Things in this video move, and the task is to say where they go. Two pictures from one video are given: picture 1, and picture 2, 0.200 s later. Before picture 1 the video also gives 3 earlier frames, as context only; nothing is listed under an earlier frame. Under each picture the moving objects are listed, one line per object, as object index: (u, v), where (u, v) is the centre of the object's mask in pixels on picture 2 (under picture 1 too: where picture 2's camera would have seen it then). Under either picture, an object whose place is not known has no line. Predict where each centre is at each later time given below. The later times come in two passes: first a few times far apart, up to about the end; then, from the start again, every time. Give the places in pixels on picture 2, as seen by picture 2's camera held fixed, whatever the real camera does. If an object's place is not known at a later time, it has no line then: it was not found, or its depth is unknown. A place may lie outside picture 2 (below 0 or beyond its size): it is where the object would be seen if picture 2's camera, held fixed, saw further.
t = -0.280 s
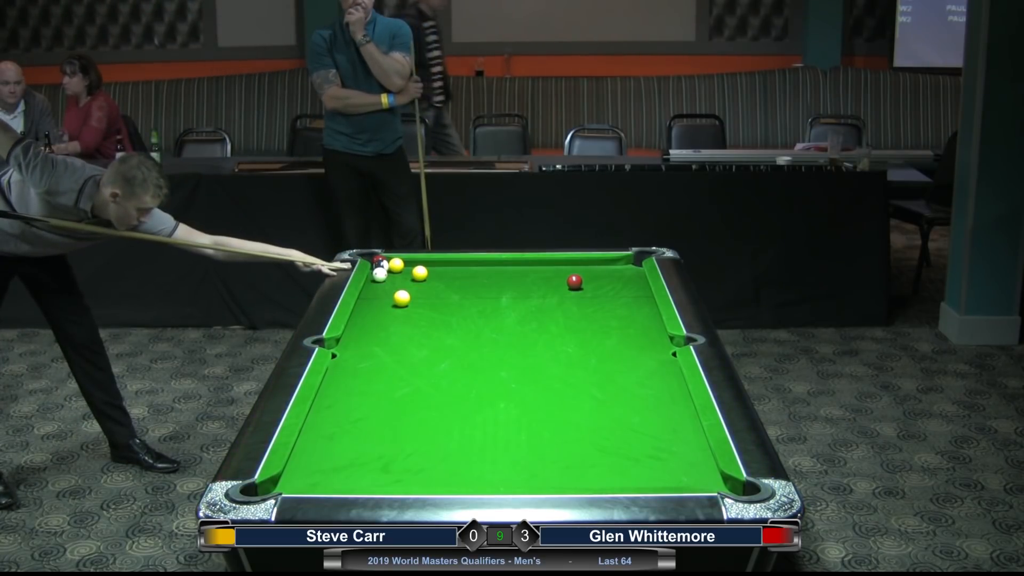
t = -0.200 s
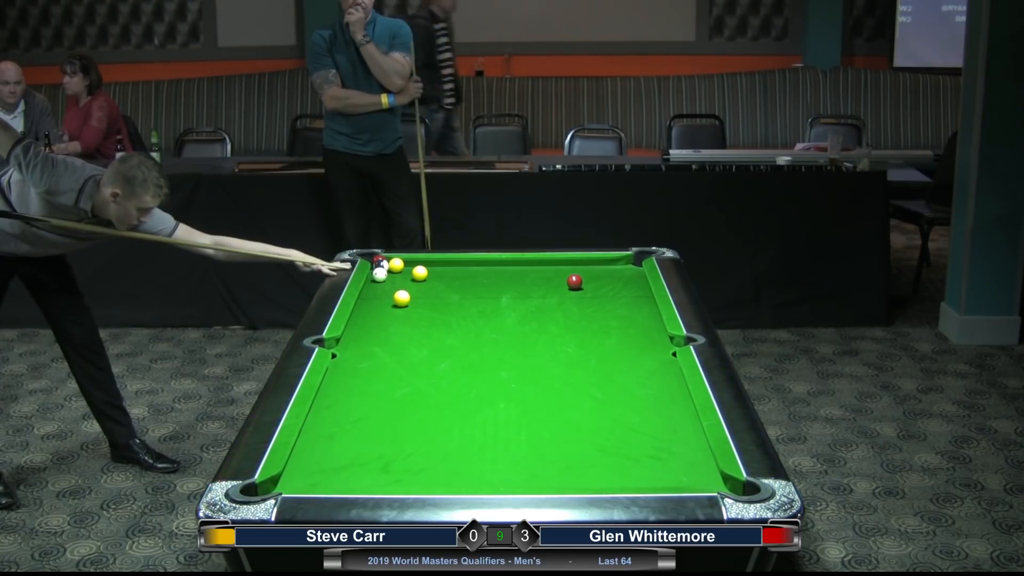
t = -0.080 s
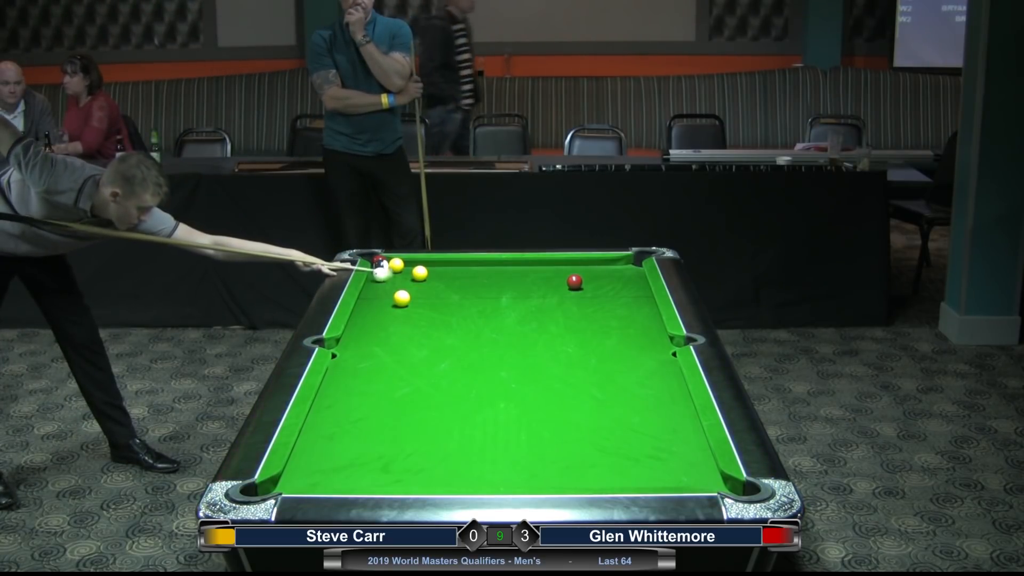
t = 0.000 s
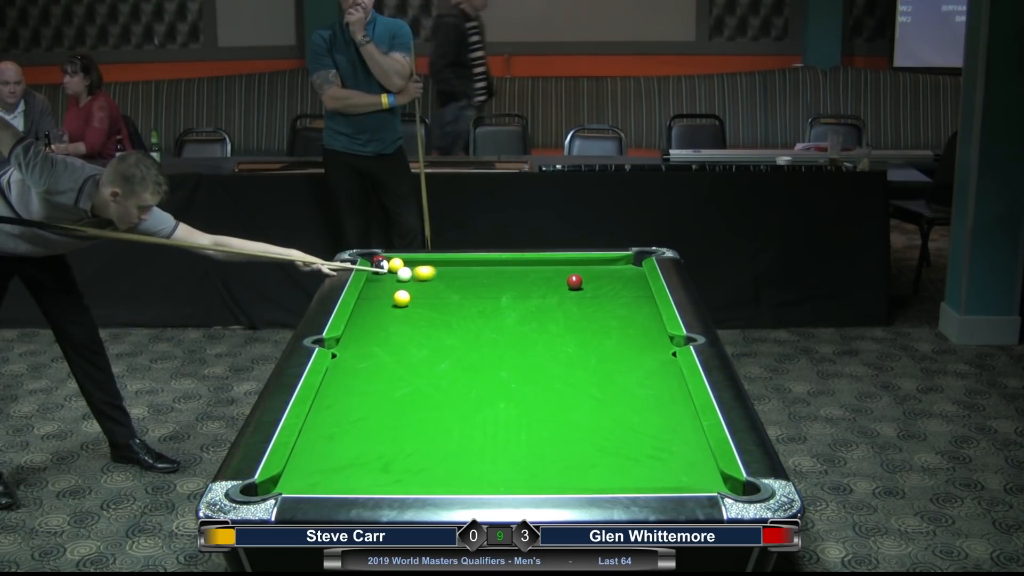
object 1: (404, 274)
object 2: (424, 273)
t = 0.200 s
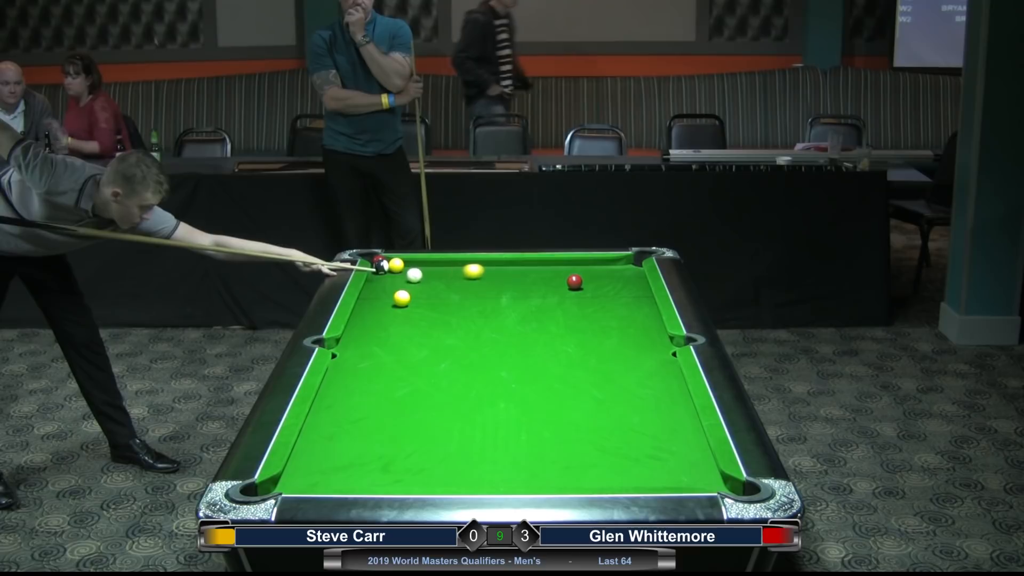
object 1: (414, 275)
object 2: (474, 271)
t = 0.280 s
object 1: (419, 276)
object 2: (491, 271)
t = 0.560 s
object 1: (436, 277)
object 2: (550, 269)
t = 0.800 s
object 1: (449, 277)
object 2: (599, 267)
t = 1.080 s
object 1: (462, 278)
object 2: (622, 266)
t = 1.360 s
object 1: (472, 279)
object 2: (586, 265)
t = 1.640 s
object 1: (480, 280)
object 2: (552, 264)
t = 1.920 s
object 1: (487, 280)
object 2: (521, 263)
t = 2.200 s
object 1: (490, 281)
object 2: (493, 262)
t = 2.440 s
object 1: (492, 281)
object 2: (472, 262)
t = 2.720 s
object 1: (492, 281)
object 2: (451, 263)
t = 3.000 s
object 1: (492, 281)
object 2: (432, 264)
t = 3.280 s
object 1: (492, 281)
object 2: (416, 265)
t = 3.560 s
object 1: (492, 281)
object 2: (410, 265)
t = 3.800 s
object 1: (492, 281)
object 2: (410, 265)
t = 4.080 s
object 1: (492, 281)
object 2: (410, 265)
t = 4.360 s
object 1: (492, 281)
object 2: (410, 265)
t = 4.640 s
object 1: (492, 281)
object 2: (410, 266)
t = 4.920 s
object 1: (492, 281)
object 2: (410, 265)
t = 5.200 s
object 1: (492, 281)
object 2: (410, 265)
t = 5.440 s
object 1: (492, 281)
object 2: (410, 265)
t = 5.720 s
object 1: (492, 281)
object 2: (410, 265)
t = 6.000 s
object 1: (492, 281)
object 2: (410, 265)
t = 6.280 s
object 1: (492, 281)
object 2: (410, 265)
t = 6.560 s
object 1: (492, 281)
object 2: (410, 265)
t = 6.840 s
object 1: (492, 281)
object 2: (410, 265)
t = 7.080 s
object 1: (492, 281)
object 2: (410, 265)
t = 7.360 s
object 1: (492, 281)
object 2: (410, 265)
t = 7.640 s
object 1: (492, 281)
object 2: (410, 265)
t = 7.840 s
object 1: (492, 281)
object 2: (410, 265)
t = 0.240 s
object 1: (417, 275)
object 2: (482, 271)
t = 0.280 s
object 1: (419, 276)
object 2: (491, 271)
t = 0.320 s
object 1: (422, 276)
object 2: (500, 270)
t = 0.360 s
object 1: (424, 276)
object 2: (508, 270)
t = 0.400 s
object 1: (427, 276)
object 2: (517, 270)
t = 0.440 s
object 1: (429, 276)
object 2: (525, 269)
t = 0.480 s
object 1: (432, 276)
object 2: (534, 269)
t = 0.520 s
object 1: (434, 276)
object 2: (542, 269)
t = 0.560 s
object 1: (436, 277)
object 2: (550, 269)
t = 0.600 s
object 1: (438, 277)
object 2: (558, 268)
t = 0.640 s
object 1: (441, 277)
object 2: (566, 268)
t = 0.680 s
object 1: (443, 277)
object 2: (575, 267)
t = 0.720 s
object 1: (445, 277)
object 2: (583, 268)
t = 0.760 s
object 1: (447, 277)
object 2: (591, 267)
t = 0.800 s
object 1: (449, 277)
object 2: (599, 267)
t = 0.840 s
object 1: (451, 277)
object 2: (607, 267)
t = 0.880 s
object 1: (453, 278)
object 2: (614, 267)
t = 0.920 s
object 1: (455, 278)
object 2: (622, 266)
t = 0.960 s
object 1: (456, 278)
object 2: (630, 266)
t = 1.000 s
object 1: (458, 278)
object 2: (633, 266)
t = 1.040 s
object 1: (460, 278)
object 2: (628, 266)
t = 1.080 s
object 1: (462, 278)
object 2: (622, 266)
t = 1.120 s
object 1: (463, 278)
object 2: (617, 265)
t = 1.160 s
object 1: (465, 279)
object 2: (612, 265)
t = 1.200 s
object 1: (466, 279)
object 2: (606, 265)
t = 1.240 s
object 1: (468, 279)
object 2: (601, 265)
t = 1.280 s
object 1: (469, 279)
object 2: (596, 265)
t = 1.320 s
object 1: (471, 279)
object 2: (591, 265)
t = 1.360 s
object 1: (472, 279)
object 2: (586, 265)
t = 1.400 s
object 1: (473, 279)
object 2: (581, 264)
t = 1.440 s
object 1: (475, 279)
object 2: (576, 264)
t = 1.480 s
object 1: (476, 279)
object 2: (571, 264)
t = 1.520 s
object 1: (477, 279)
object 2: (566, 264)
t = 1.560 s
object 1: (478, 280)
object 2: (562, 264)
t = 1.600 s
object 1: (479, 280)
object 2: (557, 264)
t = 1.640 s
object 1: (480, 280)
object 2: (552, 264)
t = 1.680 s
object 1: (482, 280)
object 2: (548, 264)
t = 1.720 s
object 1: (482, 280)
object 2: (543, 263)
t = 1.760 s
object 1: (483, 280)
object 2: (539, 263)
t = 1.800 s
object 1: (484, 280)
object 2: (534, 263)
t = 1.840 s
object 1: (485, 280)
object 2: (530, 263)
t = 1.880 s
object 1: (486, 280)
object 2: (526, 263)
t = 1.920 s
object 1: (487, 280)
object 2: (521, 263)
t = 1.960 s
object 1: (487, 280)
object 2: (517, 263)
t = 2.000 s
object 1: (488, 280)
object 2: (513, 263)
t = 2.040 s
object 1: (488, 280)
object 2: (509, 263)
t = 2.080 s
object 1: (489, 280)
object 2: (505, 263)
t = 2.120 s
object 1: (490, 280)
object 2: (501, 262)
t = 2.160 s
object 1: (490, 281)
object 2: (497, 262)
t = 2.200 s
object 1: (490, 281)
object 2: (493, 262)
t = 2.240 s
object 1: (491, 281)
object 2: (489, 262)
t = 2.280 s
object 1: (491, 281)
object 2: (485, 262)
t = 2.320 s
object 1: (492, 281)
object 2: (482, 262)
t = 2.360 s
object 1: (492, 281)
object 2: (478, 262)
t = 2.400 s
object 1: (492, 281)
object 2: (475, 262)
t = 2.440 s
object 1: (492, 281)
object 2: (472, 262)
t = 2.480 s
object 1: (492, 281)
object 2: (469, 262)
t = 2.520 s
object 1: (492, 281)
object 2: (466, 263)
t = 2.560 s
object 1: (492, 281)
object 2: (462, 263)
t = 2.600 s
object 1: (492, 281)
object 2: (460, 263)
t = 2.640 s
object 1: (492, 281)
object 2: (457, 263)
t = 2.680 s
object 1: (492, 281)
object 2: (454, 263)
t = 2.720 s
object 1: (492, 281)
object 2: (451, 263)
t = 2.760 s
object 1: (492, 281)
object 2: (448, 263)
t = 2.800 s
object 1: (492, 281)
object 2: (445, 263)
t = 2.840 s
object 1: (492, 281)
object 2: (443, 263)
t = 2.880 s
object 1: (492, 281)
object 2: (440, 264)
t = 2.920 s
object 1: (492, 281)
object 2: (437, 264)
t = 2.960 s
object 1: (492, 281)
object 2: (435, 264)
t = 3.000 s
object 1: (492, 281)
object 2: (432, 264)
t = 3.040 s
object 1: (492, 281)
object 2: (430, 264)
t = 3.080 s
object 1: (492, 281)
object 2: (427, 264)
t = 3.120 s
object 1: (492, 281)
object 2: (425, 264)
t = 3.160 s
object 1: (492, 281)
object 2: (423, 264)
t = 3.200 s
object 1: (492, 281)
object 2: (420, 264)
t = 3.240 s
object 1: (492, 281)
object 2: (418, 265)
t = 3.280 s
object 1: (492, 281)
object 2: (416, 265)
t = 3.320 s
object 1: (492, 281)
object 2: (414, 265)
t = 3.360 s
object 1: (492, 281)
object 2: (412, 265)
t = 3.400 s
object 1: (492, 281)
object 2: (411, 265)
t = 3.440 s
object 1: (492, 281)
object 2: (411, 265)
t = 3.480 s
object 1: (492, 281)
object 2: (411, 265)
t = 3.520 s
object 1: (492, 281)
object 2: (410, 265)
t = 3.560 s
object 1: (492, 281)
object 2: (410, 265)
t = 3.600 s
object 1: (492, 281)
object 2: (410, 265)
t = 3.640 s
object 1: (492, 281)
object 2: (410, 265)
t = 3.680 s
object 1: (492, 281)
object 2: (410, 265)
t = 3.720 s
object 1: (492, 281)
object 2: (410, 265)
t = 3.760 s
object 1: (492, 281)
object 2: (410, 265)
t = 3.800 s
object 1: (492, 281)
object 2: (410, 265)
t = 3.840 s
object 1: (492, 281)
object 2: (410, 265)
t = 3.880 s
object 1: (492, 281)
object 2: (410, 265)
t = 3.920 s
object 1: (492, 281)
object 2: (410, 265)
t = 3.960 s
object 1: (492, 281)
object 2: (410, 265)
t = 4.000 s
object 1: (492, 281)
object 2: (410, 265)
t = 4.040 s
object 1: (492, 281)
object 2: (410, 265)
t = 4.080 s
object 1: (492, 281)
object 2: (410, 265)
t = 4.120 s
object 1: (492, 281)
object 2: (410, 265)
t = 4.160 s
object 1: (492, 281)
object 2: (410, 265)
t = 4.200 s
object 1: (492, 281)
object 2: (410, 265)
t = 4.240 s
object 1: (492, 281)
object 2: (410, 265)
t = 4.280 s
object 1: (492, 281)
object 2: (410, 265)
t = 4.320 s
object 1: (492, 281)
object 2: (410, 265)
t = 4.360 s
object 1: (492, 281)
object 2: (410, 265)
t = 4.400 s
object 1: (492, 281)
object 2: (410, 265)
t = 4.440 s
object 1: (492, 281)
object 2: (410, 265)
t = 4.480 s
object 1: (492, 281)
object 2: (410, 266)
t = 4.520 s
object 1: (492, 281)
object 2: (410, 266)
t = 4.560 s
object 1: (492, 281)
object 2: (410, 266)
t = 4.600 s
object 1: (492, 281)
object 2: (410, 266)
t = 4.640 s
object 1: (492, 281)
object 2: (410, 266)
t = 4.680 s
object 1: (492, 281)
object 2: (410, 266)
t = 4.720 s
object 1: (492, 281)
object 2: (410, 266)
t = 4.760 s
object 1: (492, 281)
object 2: (410, 266)
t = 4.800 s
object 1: (492, 281)
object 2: (410, 266)
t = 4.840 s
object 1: (492, 281)
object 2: (410, 266)
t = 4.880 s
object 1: (492, 281)
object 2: (410, 265)
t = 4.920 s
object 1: (492, 281)
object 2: (410, 265)
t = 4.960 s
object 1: (492, 281)
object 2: (410, 265)
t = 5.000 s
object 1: (492, 281)
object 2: (410, 266)
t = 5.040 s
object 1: (492, 281)
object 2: (410, 265)
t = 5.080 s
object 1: (492, 281)
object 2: (410, 265)
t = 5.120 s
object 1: (492, 281)
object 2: (410, 265)
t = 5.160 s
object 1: (492, 281)
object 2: (410, 265)
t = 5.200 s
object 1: (492, 281)
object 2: (410, 265)
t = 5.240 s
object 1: (492, 281)
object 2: (410, 265)
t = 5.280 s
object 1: (492, 281)
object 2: (410, 265)
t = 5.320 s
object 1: (492, 281)
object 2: (410, 265)
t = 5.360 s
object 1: (492, 281)
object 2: (410, 265)
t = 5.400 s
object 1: (492, 281)
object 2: (410, 265)
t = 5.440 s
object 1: (492, 281)
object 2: (410, 265)
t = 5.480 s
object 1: (492, 281)
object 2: (410, 265)
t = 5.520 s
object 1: (492, 281)
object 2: (410, 265)
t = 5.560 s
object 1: (492, 281)
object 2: (410, 265)
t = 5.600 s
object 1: (492, 281)
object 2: (410, 265)
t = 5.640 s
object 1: (492, 281)
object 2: (410, 265)
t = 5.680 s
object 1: (492, 281)
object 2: (410, 265)
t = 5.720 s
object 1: (492, 281)
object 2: (410, 265)
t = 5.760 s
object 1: (492, 281)
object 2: (410, 265)
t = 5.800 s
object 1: (492, 281)
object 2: (410, 265)
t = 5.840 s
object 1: (492, 281)
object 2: (410, 265)
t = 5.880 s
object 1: (492, 281)
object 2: (410, 265)
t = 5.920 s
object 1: (492, 281)
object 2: (410, 265)
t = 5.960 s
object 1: (492, 281)
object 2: (410, 265)
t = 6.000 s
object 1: (492, 281)
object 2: (410, 265)
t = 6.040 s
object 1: (492, 281)
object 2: (410, 265)
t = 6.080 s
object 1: (492, 281)
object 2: (410, 265)
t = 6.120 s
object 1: (492, 281)
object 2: (410, 265)
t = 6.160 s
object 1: (492, 281)
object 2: (410, 265)
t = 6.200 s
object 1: (492, 281)
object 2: (410, 265)
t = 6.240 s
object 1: (492, 281)
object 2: (410, 265)
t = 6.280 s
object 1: (492, 281)
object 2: (410, 265)
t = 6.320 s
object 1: (492, 281)
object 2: (410, 265)
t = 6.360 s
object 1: (492, 281)
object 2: (410, 265)
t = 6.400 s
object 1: (492, 281)
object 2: (410, 265)
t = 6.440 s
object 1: (492, 281)
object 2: (410, 265)
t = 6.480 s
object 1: (492, 281)
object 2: (410, 265)
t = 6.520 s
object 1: (492, 281)
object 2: (410, 265)
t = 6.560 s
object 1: (492, 281)
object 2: (410, 265)
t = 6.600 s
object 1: (492, 281)
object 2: (410, 265)
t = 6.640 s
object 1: (492, 281)
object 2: (410, 265)
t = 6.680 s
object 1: (492, 281)
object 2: (410, 265)
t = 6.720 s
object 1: (492, 281)
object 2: (410, 265)
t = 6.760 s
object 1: (492, 281)
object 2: (410, 265)
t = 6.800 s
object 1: (492, 281)
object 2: (410, 265)
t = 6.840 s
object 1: (492, 281)
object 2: (410, 265)
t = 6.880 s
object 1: (492, 281)
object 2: (410, 265)
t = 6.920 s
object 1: (492, 281)
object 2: (410, 265)
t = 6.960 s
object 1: (492, 281)
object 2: (410, 265)
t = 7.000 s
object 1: (492, 281)
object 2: (410, 265)
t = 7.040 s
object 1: (492, 281)
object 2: (410, 265)
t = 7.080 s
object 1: (492, 281)
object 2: (410, 265)
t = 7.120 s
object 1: (492, 281)
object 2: (410, 265)
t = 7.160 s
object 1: (492, 281)
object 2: (410, 265)
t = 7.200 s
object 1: (492, 281)
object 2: (410, 265)
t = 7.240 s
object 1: (492, 281)
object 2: (410, 265)
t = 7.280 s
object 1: (492, 281)
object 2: (410, 265)
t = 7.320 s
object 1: (492, 281)
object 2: (410, 265)
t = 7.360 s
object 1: (492, 281)
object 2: (410, 265)
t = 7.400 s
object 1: (492, 281)
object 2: (410, 265)
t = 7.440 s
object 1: (492, 281)
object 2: (410, 265)
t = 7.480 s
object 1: (492, 281)
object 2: (410, 265)
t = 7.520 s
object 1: (492, 281)
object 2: (410, 265)
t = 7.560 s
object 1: (492, 281)
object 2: (410, 265)
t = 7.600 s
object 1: (492, 281)
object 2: (410, 265)
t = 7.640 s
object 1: (492, 281)
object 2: (410, 265)
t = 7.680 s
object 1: (492, 281)
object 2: (410, 265)
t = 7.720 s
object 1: (492, 281)
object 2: (410, 265)
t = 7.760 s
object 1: (492, 281)
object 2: (410, 265)
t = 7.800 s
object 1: (492, 281)
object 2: (410, 265)
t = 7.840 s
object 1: (492, 281)
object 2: (410, 265)
